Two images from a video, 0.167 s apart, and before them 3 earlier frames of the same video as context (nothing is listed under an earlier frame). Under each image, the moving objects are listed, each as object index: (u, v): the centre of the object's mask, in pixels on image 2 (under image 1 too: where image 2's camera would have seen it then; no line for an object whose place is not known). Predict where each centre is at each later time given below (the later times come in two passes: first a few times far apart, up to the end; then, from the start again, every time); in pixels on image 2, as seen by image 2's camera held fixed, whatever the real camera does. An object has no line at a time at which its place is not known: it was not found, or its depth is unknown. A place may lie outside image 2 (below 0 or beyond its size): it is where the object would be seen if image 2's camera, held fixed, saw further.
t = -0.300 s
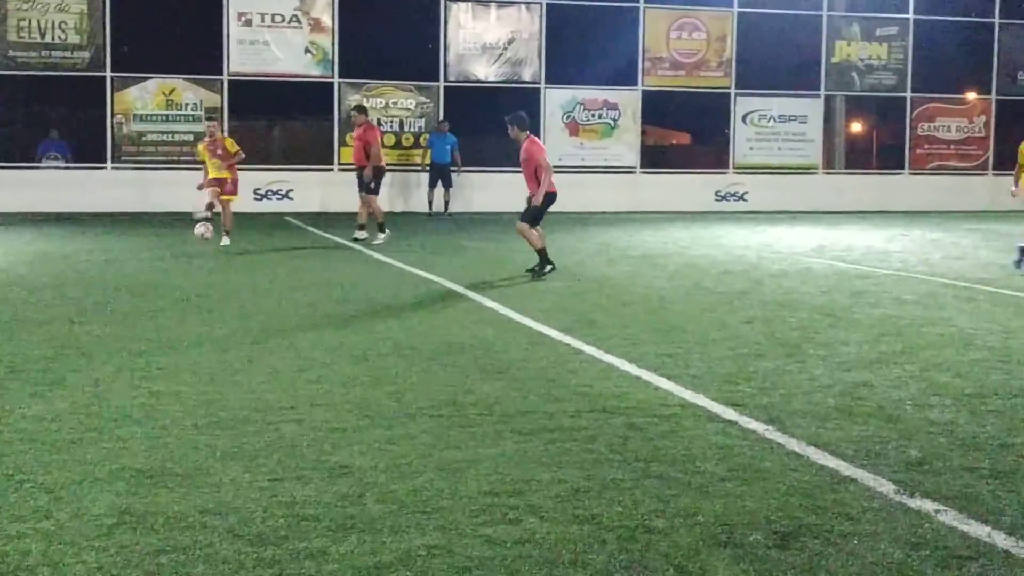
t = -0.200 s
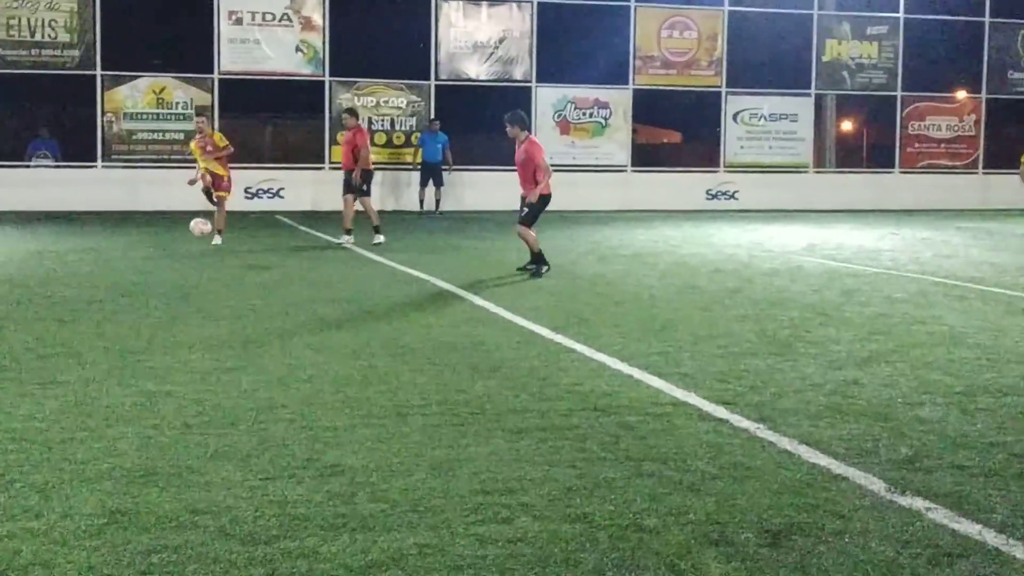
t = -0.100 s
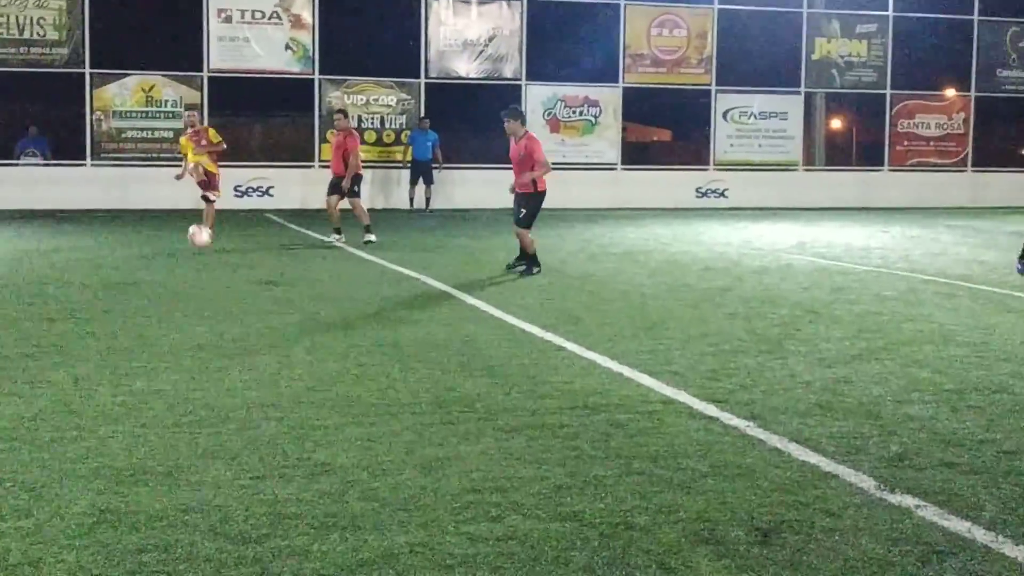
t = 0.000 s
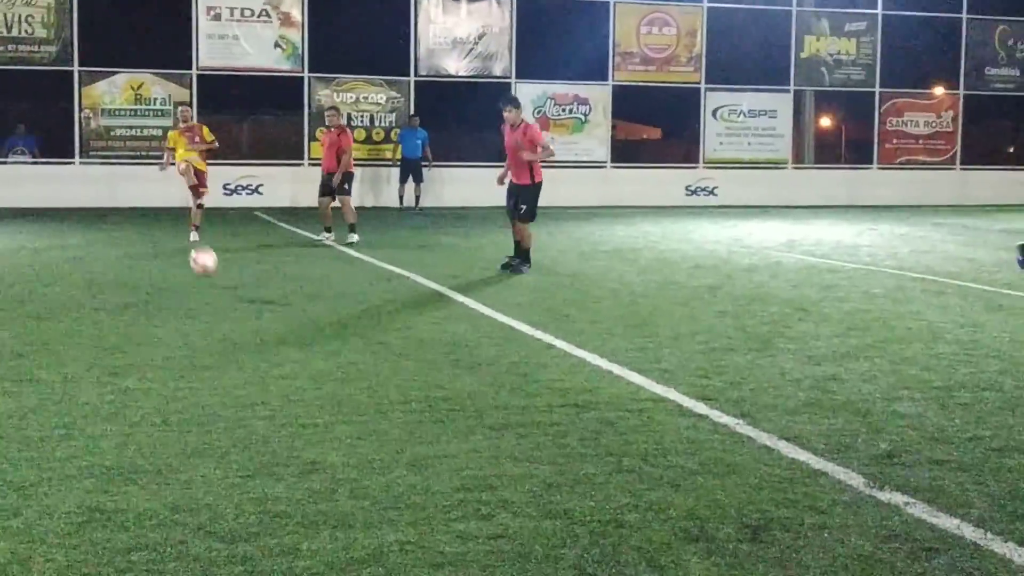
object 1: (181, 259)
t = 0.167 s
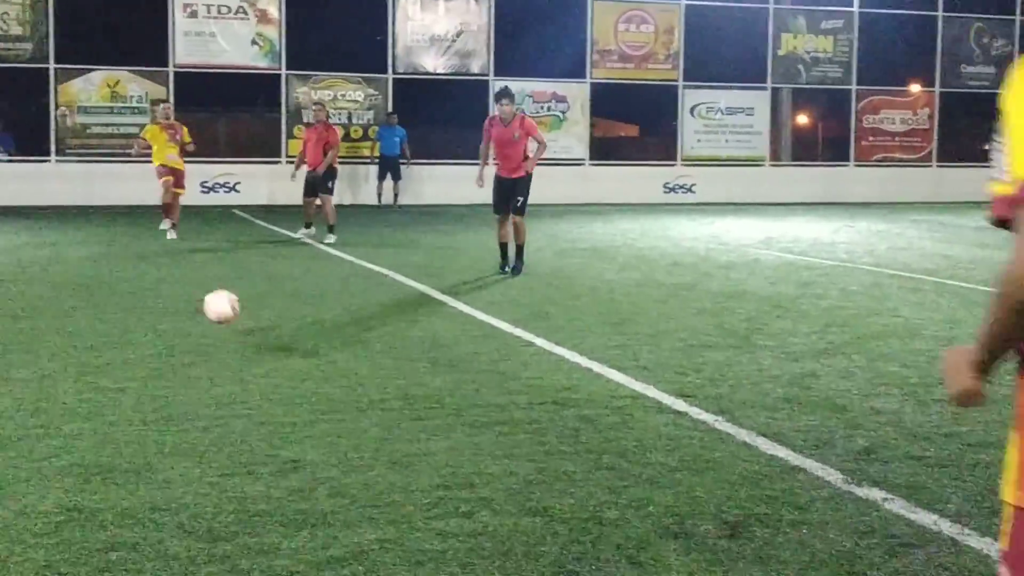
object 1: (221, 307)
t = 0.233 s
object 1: (244, 321)
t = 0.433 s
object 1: (361, 449)
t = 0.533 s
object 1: (473, 523)
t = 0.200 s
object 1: (231, 312)
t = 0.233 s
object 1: (244, 321)
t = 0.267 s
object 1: (257, 333)
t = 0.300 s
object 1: (272, 350)
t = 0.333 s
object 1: (290, 371)
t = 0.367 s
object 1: (311, 399)
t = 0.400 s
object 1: (334, 433)
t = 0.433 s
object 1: (361, 449)
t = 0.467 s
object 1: (392, 466)
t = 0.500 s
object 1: (429, 490)
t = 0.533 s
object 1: (473, 523)
